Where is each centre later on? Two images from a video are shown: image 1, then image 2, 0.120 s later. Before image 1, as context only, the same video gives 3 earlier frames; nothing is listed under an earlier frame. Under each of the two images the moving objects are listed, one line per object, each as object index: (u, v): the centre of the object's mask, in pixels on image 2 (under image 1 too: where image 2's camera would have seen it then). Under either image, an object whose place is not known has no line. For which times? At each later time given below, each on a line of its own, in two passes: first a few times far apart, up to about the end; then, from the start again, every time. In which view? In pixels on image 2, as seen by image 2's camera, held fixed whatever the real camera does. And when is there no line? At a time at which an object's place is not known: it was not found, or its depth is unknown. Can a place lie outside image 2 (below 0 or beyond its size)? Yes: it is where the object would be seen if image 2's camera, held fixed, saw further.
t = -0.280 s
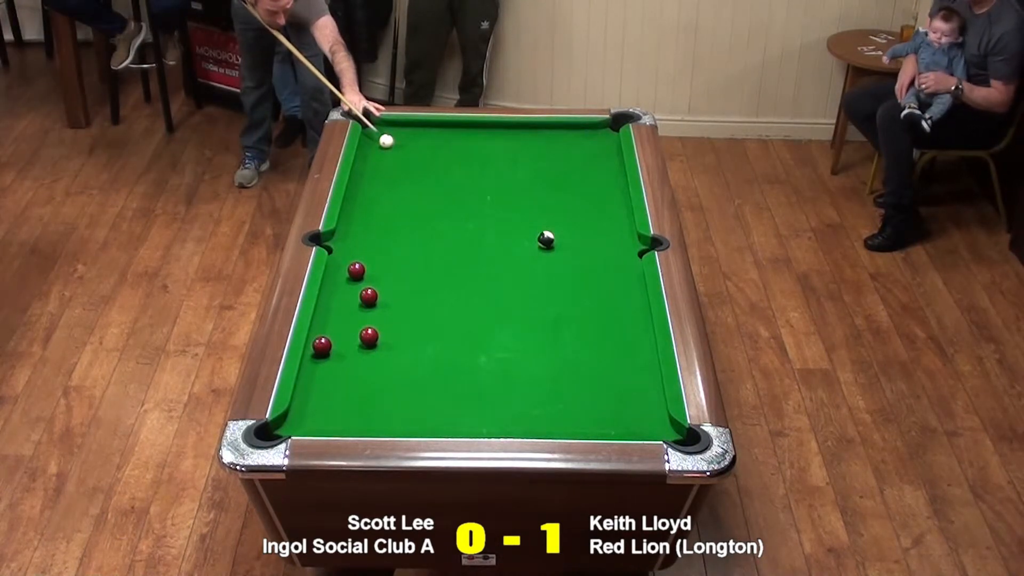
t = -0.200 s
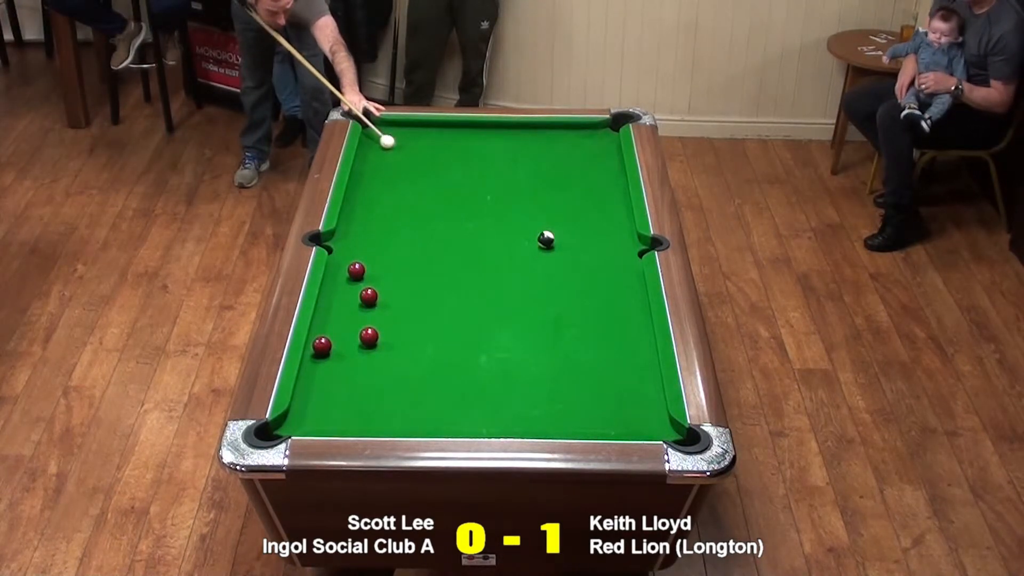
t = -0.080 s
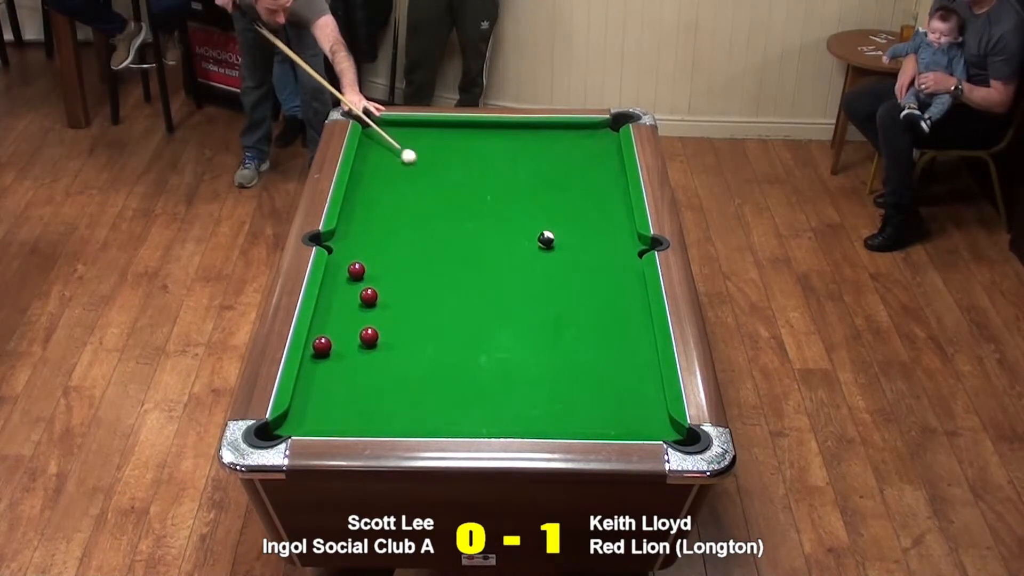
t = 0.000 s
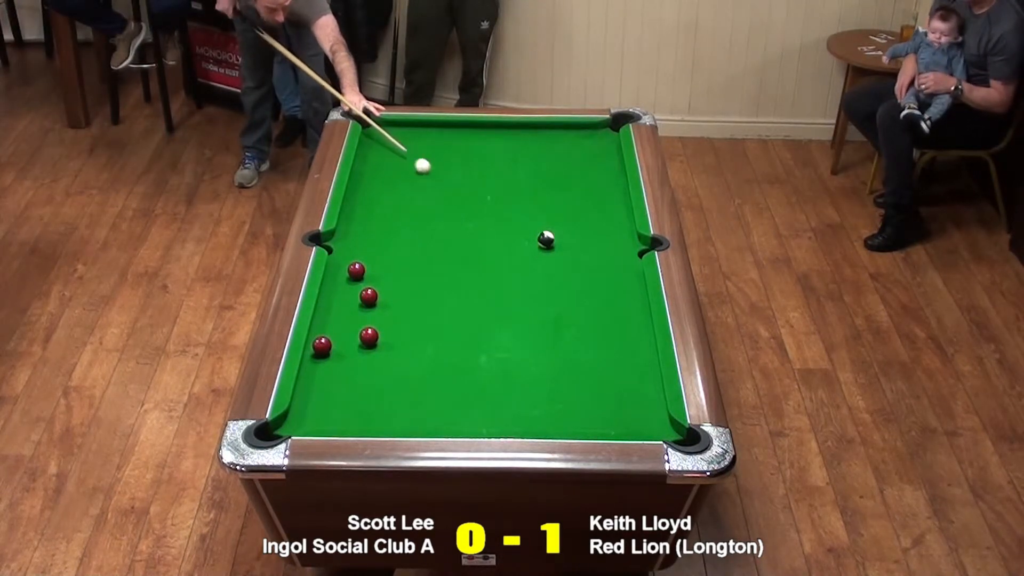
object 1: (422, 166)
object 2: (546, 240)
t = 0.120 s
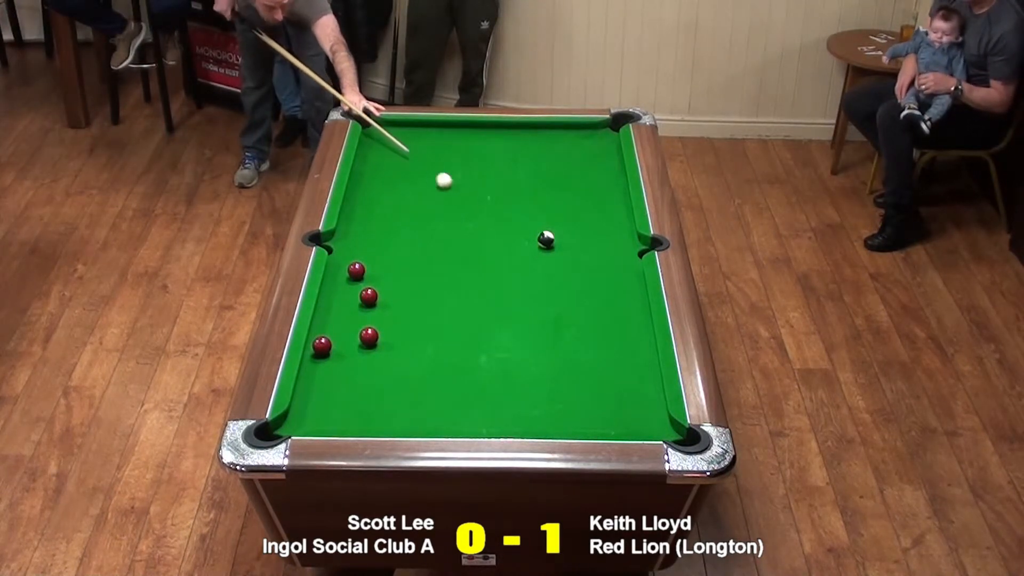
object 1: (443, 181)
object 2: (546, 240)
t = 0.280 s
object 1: (473, 201)
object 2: (546, 240)
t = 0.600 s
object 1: (528, 244)
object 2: (552, 240)
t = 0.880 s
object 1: (533, 280)
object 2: (589, 245)
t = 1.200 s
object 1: (540, 324)
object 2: (627, 247)
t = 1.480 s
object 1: (547, 365)
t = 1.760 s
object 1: (555, 408)
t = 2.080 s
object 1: (559, 408)
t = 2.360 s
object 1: (561, 382)
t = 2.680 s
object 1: (562, 356)
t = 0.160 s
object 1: (451, 186)
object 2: (546, 240)
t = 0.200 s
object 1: (458, 191)
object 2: (546, 240)
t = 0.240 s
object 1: (465, 196)
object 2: (546, 240)
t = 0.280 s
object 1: (473, 201)
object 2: (546, 240)
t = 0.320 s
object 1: (481, 207)
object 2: (546, 240)
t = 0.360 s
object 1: (488, 212)
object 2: (546, 240)
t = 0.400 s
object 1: (496, 217)
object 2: (546, 240)
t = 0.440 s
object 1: (504, 222)
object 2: (546, 240)
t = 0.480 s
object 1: (512, 228)
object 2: (546, 240)
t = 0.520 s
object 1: (520, 233)
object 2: (546, 240)
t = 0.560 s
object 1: (528, 239)
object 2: (546, 240)
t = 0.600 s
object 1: (528, 244)
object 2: (552, 240)
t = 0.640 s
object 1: (529, 249)
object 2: (558, 241)
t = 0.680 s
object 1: (529, 254)
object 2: (563, 242)
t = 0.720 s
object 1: (530, 259)
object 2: (568, 242)
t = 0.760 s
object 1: (531, 264)
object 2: (574, 243)
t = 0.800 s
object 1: (532, 269)
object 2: (579, 243)
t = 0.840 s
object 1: (533, 274)
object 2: (584, 244)
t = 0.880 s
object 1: (533, 280)
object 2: (589, 245)
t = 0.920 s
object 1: (534, 285)
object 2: (594, 245)
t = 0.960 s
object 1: (535, 291)
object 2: (599, 245)
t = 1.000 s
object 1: (536, 296)
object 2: (604, 245)
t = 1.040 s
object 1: (537, 301)
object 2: (608, 246)
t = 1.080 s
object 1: (538, 307)
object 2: (613, 246)
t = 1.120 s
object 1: (539, 313)
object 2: (618, 247)
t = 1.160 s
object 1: (540, 318)
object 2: (623, 247)
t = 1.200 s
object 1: (540, 324)
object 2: (627, 247)
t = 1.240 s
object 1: (541, 329)
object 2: (632, 248)
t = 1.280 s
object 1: (542, 335)
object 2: (637, 248)
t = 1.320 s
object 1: (543, 341)
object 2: (641, 248)
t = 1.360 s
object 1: (544, 347)
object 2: (644, 250)
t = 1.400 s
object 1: (545, 353)
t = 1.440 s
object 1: (546, 359)
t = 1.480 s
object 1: (547, 365)
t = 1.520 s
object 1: (548, 371)
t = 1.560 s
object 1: (549, 377)
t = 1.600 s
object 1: (550, 383)
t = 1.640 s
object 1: (551, 389)
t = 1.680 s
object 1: (552, 396)
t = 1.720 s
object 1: (553, 402)
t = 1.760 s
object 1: (555, 408)
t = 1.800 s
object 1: (556, 415)
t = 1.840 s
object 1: (556, 420)
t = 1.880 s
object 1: (557, 424)
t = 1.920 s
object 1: (558, 423)
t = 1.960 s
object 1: (559, 420)
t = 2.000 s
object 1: (559, 417)
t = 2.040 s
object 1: (559, 412)
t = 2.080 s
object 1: (559, 408)
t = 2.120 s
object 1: (560, 404)
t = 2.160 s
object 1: (560, 400)
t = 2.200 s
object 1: (560, 396)
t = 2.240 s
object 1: (560, 393)
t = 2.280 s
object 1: (560, 389)
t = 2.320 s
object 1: (560, 385)
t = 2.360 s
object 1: (561, 382)
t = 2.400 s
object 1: (561, 378)
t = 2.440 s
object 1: (561, 375)
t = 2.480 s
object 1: (561, 372)
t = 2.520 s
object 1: (561, 368)
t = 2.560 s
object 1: (561, 365)
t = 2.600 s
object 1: (562, 362)
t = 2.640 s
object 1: (562, 359)
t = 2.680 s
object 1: (562, 356)
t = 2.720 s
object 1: (562, 353)
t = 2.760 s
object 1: (562, 350)
